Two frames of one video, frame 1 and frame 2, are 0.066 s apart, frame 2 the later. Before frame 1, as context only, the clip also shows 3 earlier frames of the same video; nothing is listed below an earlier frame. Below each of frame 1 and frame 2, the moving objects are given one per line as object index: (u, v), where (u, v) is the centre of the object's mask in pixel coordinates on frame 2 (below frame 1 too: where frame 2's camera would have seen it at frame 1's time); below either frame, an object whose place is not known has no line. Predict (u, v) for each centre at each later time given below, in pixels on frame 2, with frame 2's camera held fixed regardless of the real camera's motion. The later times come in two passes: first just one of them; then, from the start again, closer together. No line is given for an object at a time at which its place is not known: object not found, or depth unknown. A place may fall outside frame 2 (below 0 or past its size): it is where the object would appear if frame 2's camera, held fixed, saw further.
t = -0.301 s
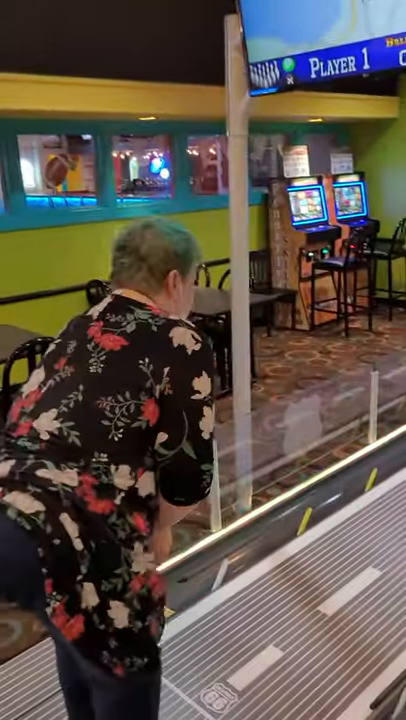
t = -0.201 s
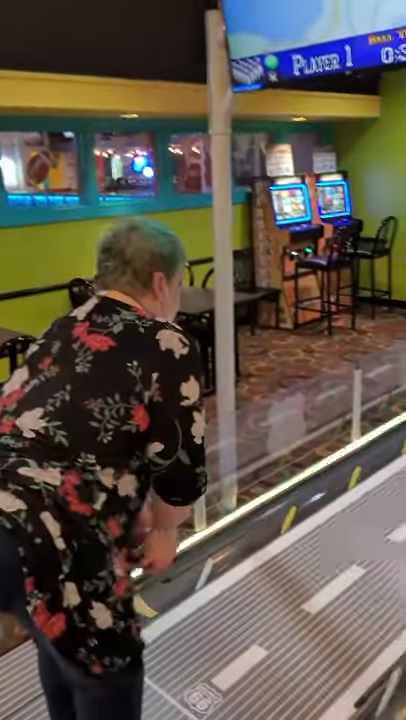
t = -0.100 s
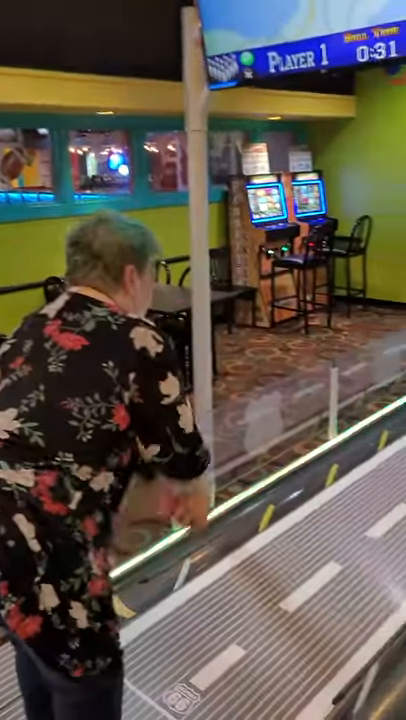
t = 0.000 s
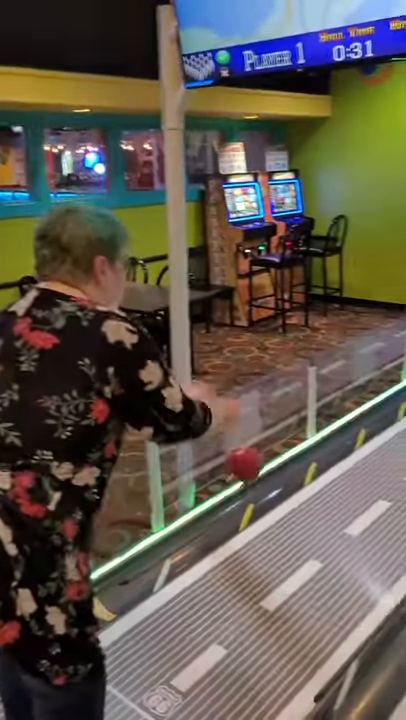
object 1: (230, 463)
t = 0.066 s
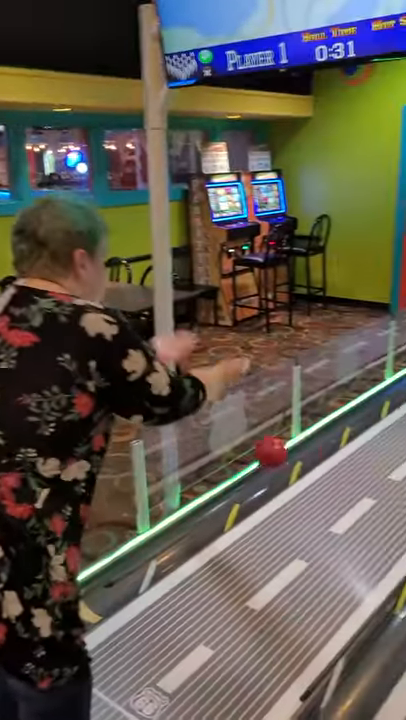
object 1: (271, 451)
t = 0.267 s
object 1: (361, 480)
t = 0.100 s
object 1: (289, 450)
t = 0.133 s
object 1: (306, 453)
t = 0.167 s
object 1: (321, 456)
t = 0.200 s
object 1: (335, 463)
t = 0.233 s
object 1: (348, 470)
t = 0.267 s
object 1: (361, 480)
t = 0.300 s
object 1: (372, 490)
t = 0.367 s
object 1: (393, 476)
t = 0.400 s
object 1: (402, 466)
